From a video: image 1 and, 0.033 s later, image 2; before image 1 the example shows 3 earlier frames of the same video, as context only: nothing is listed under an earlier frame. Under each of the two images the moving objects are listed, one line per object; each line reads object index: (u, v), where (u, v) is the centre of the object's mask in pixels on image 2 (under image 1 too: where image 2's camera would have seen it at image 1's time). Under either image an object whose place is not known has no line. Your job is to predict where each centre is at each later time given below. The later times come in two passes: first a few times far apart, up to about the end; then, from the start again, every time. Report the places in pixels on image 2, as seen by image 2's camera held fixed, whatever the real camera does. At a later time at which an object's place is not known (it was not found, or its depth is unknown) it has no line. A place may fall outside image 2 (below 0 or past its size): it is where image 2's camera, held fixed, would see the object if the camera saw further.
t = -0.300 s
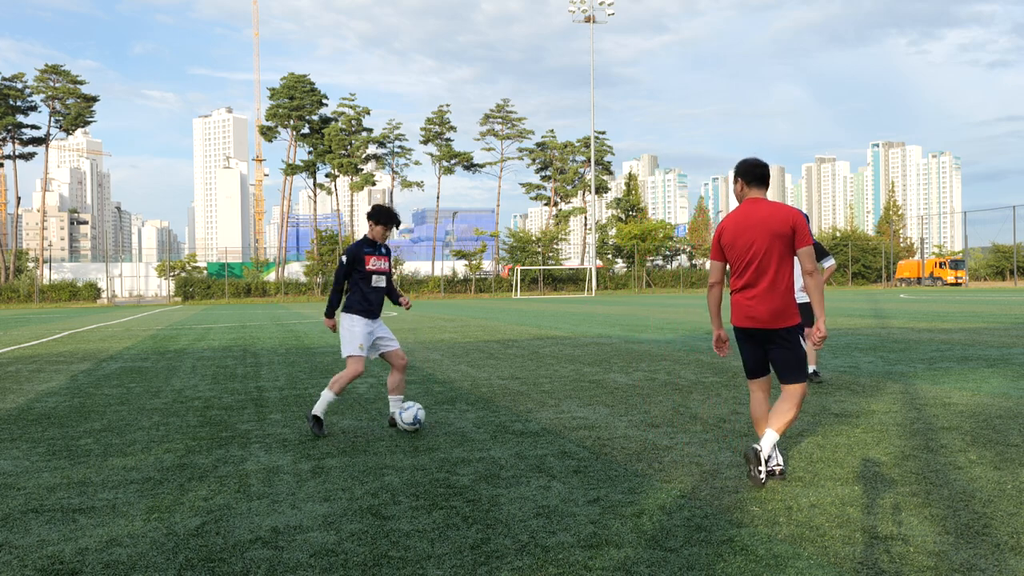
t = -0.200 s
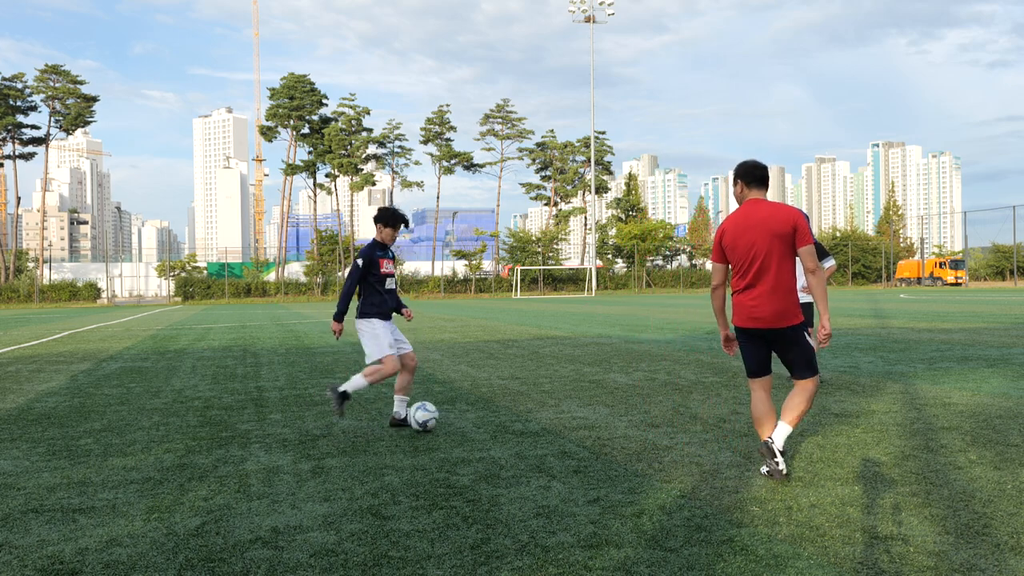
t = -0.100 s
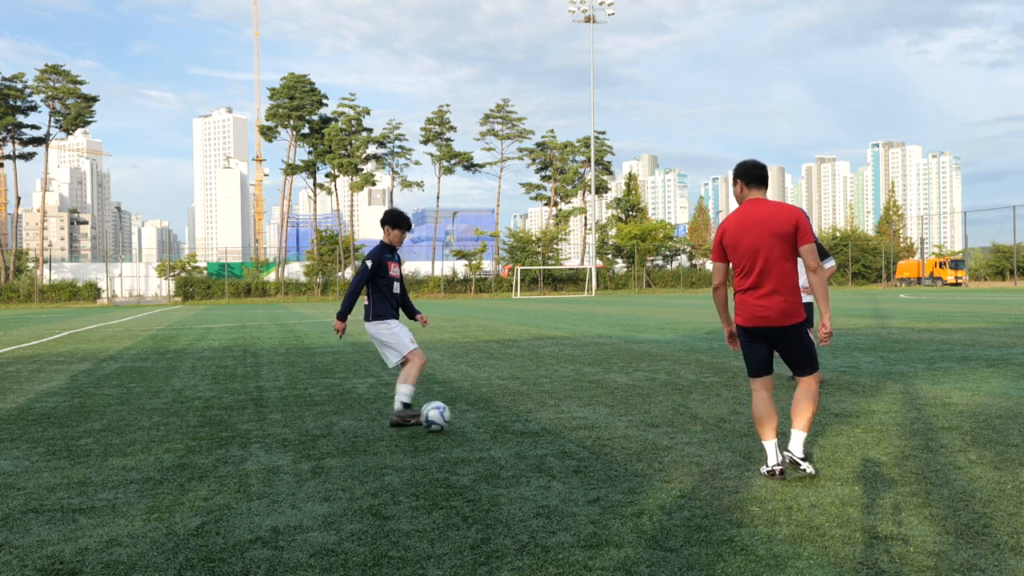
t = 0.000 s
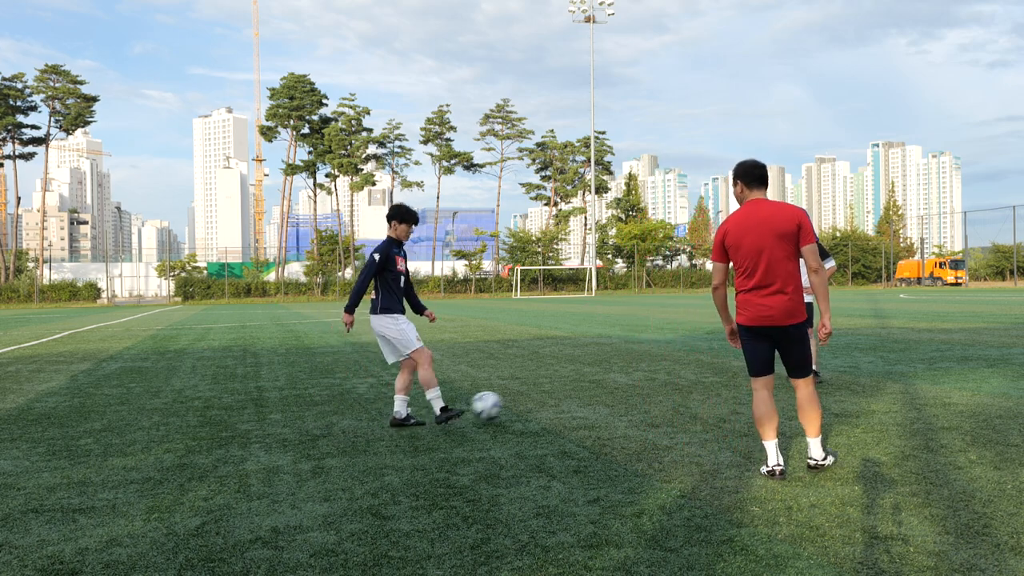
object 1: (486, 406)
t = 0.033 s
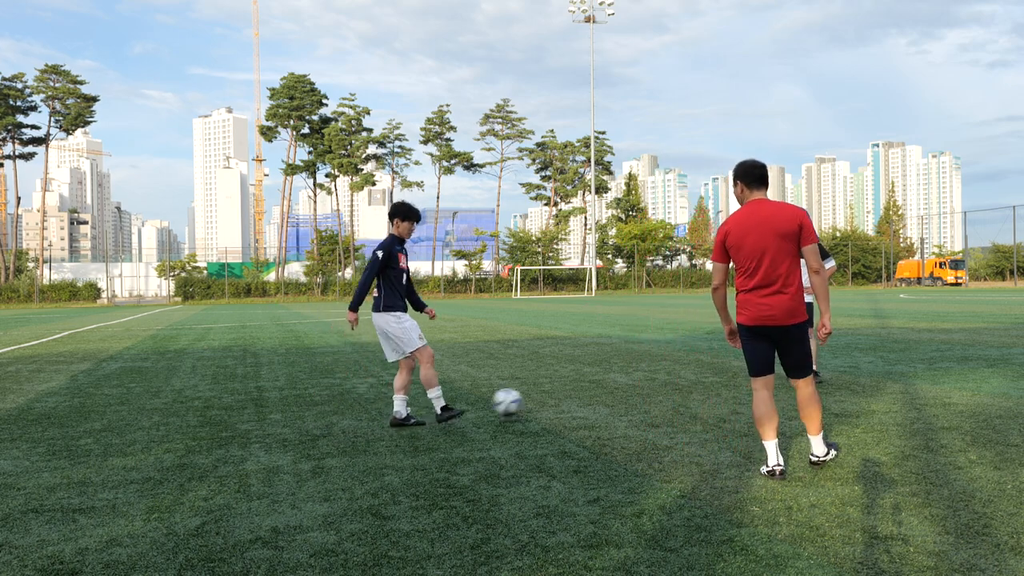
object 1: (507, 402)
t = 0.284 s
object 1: (629, 386)
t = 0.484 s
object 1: (695, 380)
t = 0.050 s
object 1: (517, 401)
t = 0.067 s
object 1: (527, 400)
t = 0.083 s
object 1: (537, 400)
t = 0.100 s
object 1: (546, 399)
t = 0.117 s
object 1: (556, 400)
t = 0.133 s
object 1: (564, 397)
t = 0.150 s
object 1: (572, 395)
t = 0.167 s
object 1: (579, 392)
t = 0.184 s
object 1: (587, 390)
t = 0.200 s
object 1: (594, 389)
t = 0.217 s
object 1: (601, 388)
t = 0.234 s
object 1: (608, 387)
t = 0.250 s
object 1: (615, 386)
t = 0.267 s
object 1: (622, 385)
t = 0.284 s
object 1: (629, 386)
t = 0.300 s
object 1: (635, 387)
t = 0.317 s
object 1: (642, 387)
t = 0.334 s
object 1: (648, 386)
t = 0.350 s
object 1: (654, 385)
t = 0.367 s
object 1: (659, 382)
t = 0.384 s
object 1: (664, 381)
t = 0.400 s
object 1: (670, 380)
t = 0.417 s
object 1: (675, 380)
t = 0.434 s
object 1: (680, 379)
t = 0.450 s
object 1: (685, 379)
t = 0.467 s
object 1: (691, 380)
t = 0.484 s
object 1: (695, 380)
